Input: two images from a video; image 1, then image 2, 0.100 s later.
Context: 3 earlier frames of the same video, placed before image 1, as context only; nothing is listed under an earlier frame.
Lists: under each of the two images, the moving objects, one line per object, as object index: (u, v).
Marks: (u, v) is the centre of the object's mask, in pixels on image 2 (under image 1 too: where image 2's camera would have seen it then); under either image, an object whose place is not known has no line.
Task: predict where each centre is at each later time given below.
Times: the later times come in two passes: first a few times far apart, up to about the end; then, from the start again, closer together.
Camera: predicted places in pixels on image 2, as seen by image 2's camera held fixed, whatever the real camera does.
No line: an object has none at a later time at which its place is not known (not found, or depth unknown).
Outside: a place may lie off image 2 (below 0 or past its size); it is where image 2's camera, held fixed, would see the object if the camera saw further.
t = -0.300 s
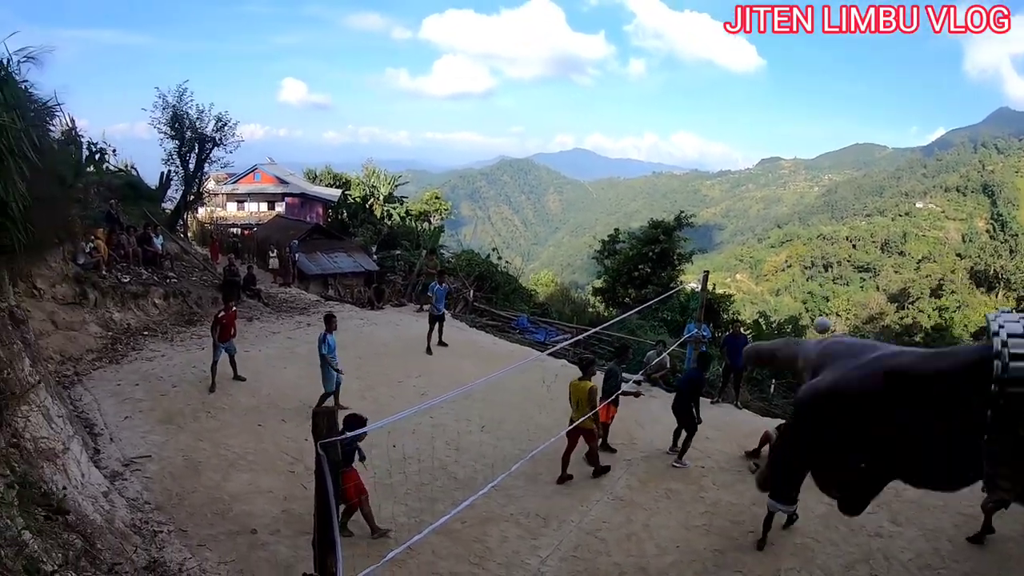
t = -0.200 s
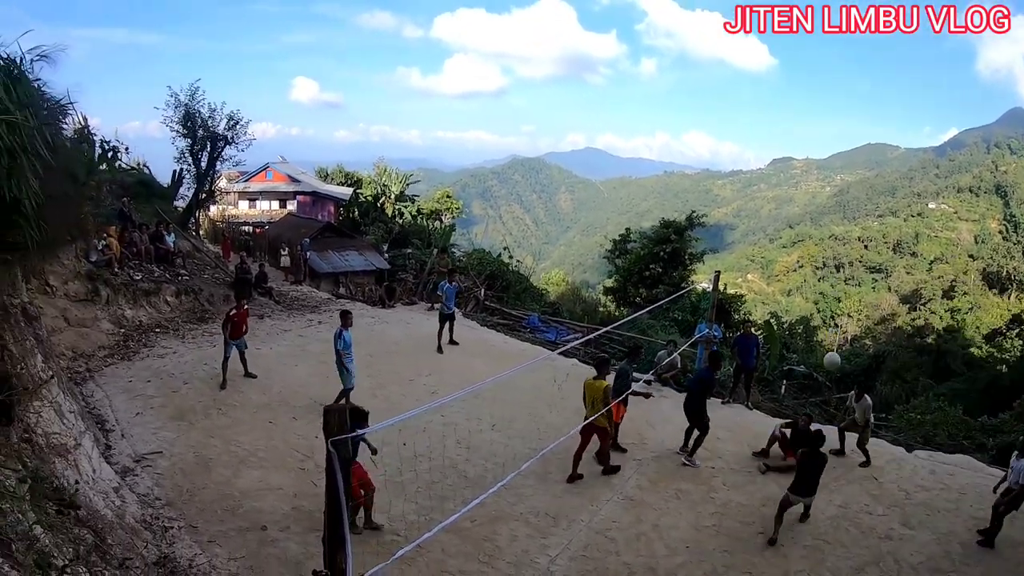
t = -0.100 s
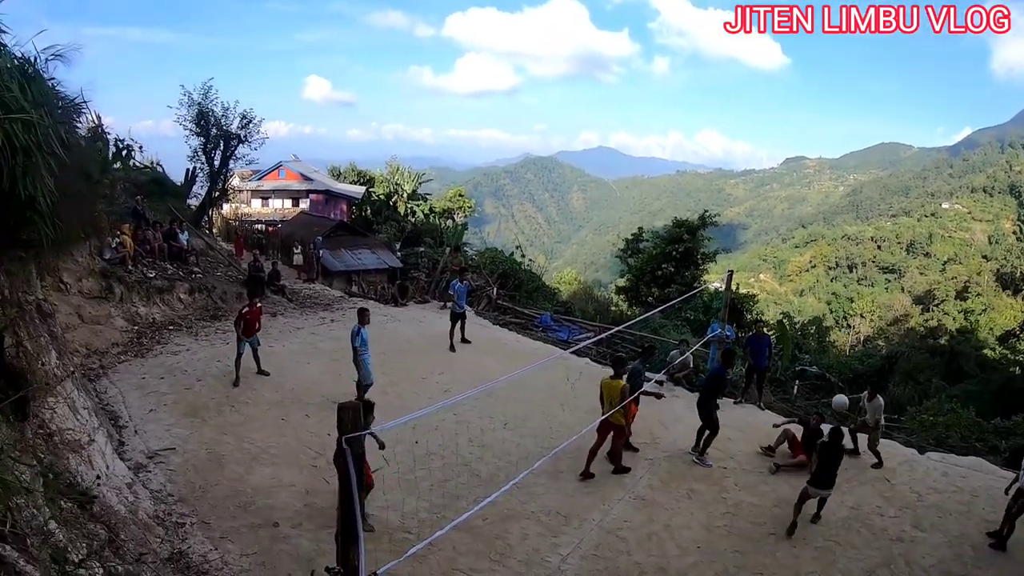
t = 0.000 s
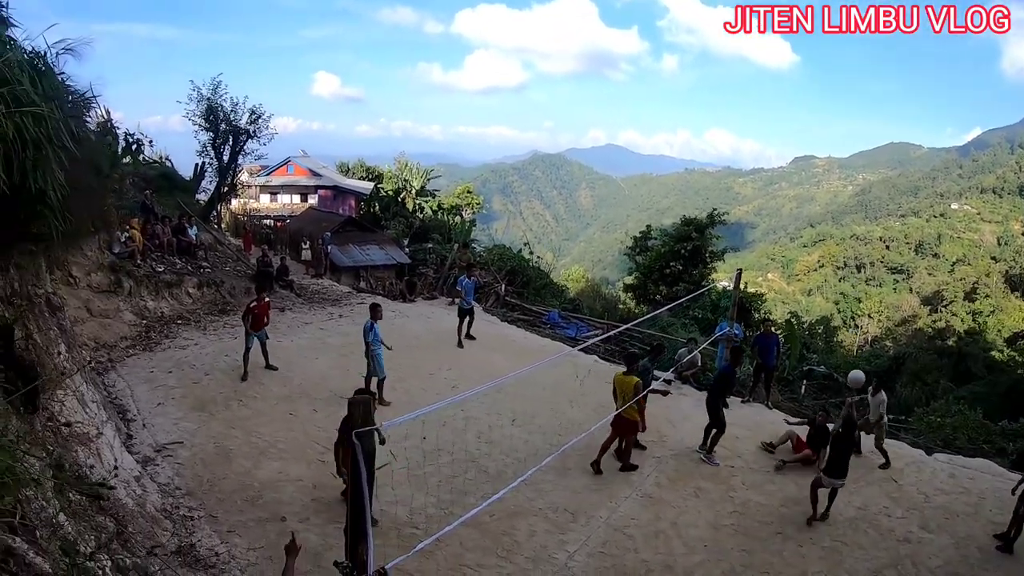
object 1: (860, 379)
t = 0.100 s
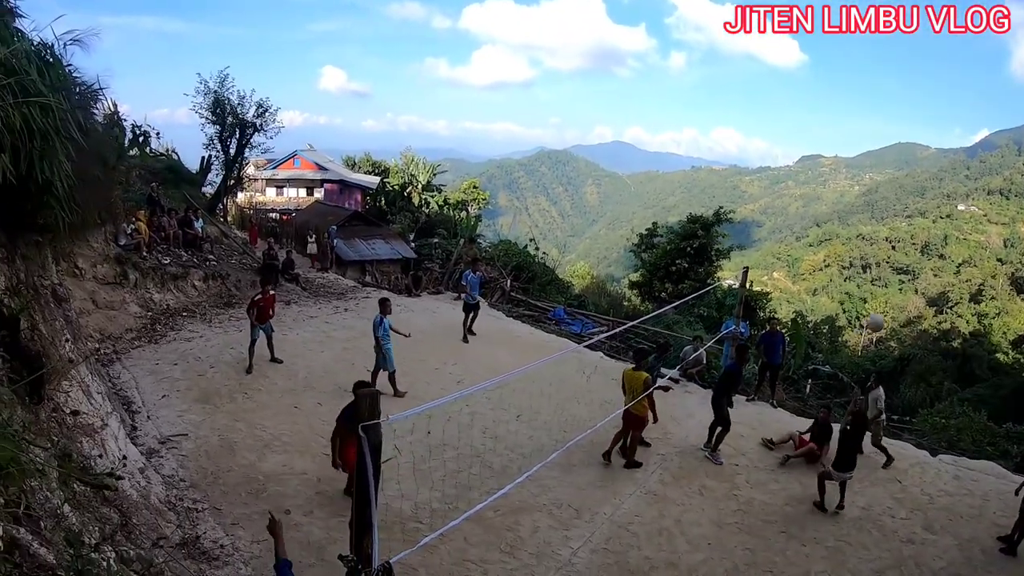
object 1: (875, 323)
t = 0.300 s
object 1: (894, 226)
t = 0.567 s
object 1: (901, 144)
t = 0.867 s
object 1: (895, 129)
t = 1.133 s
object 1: (877, 197)
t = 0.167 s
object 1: (884, 287)
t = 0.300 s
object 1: (894, 226)
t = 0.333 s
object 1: (896, 213)
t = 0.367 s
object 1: (898, 200)
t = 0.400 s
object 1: (898, 188)
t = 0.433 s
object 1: (899, 178)
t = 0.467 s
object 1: (900, 169)
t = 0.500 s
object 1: (900, 160)
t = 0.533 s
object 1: (901, 152)
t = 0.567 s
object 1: (901, 144)
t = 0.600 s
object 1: (901, 138)
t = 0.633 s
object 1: (901, 133)
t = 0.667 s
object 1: (900, 130)
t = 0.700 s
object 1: (899, 127)
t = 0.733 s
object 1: (899, 125)
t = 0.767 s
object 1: (898, 124)
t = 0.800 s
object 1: (897, 125)
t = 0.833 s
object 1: (896, 127)
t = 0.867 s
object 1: (895, 129)
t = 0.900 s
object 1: (894, 133)
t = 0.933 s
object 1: (892, 139)
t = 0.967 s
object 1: (891, 145)
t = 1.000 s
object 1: (888, 152)
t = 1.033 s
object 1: (886, 163)
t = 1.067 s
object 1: (883, 173)
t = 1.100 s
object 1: (880, 183)
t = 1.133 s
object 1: (877, 197)
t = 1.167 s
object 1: (873, 210)
